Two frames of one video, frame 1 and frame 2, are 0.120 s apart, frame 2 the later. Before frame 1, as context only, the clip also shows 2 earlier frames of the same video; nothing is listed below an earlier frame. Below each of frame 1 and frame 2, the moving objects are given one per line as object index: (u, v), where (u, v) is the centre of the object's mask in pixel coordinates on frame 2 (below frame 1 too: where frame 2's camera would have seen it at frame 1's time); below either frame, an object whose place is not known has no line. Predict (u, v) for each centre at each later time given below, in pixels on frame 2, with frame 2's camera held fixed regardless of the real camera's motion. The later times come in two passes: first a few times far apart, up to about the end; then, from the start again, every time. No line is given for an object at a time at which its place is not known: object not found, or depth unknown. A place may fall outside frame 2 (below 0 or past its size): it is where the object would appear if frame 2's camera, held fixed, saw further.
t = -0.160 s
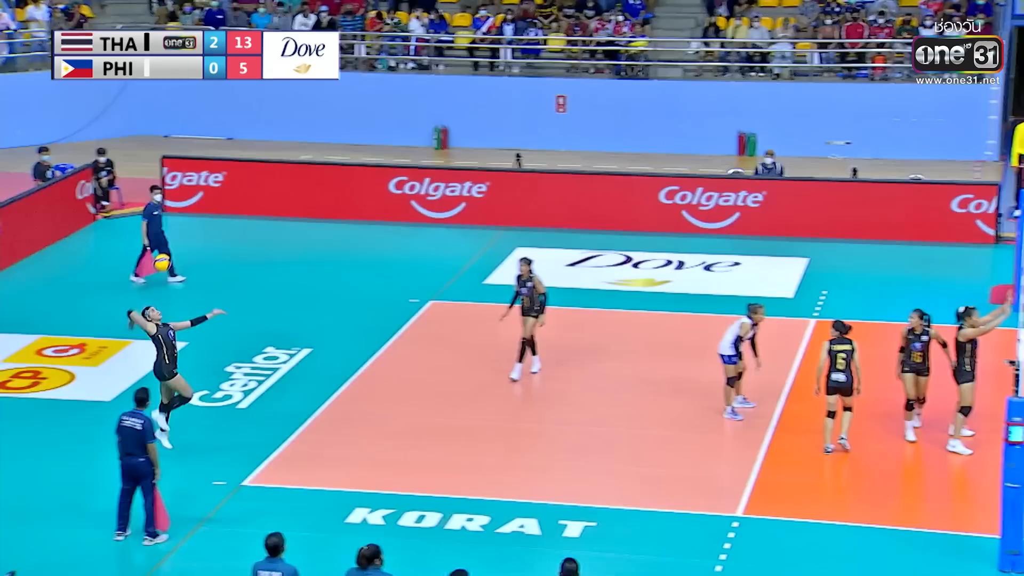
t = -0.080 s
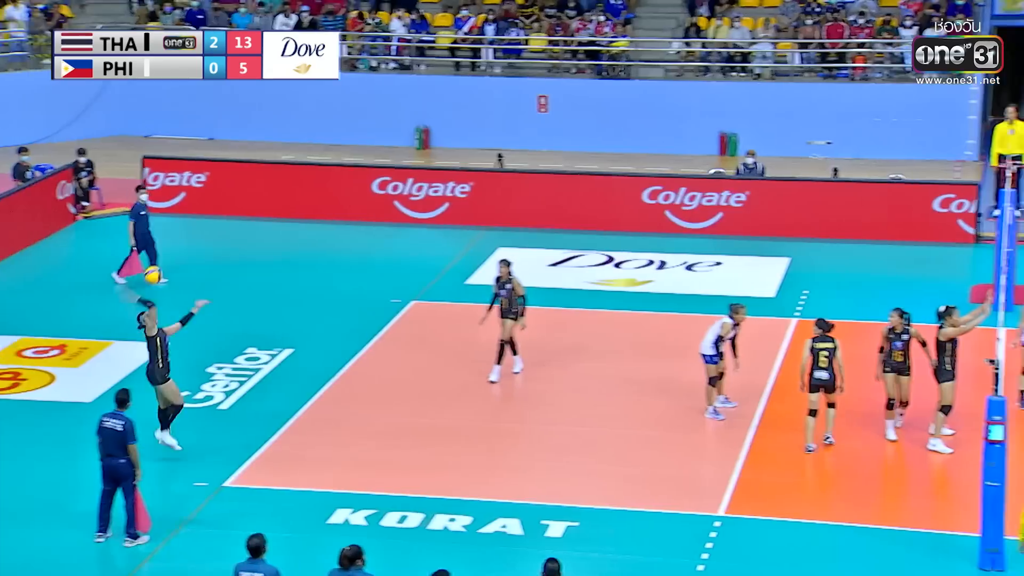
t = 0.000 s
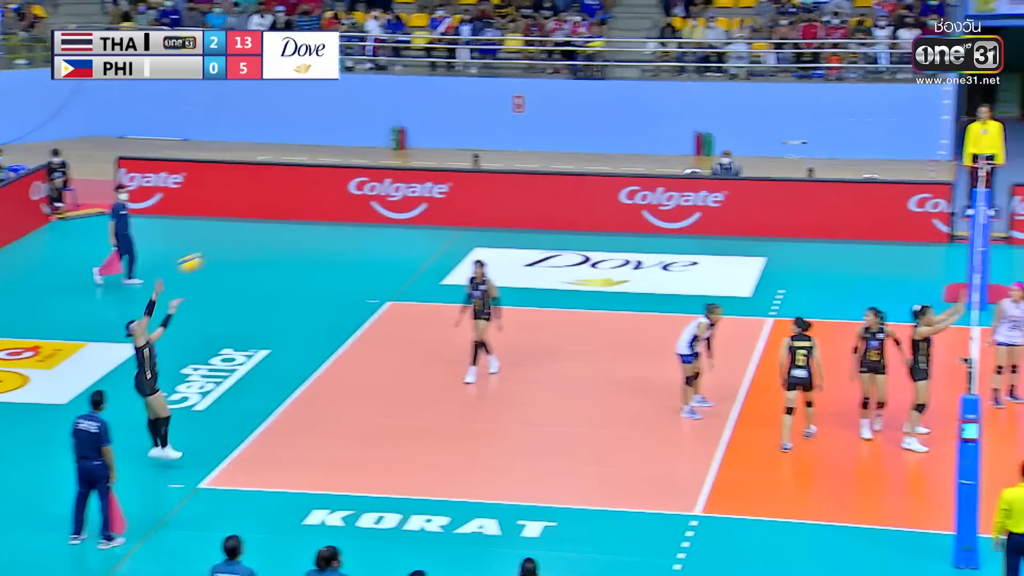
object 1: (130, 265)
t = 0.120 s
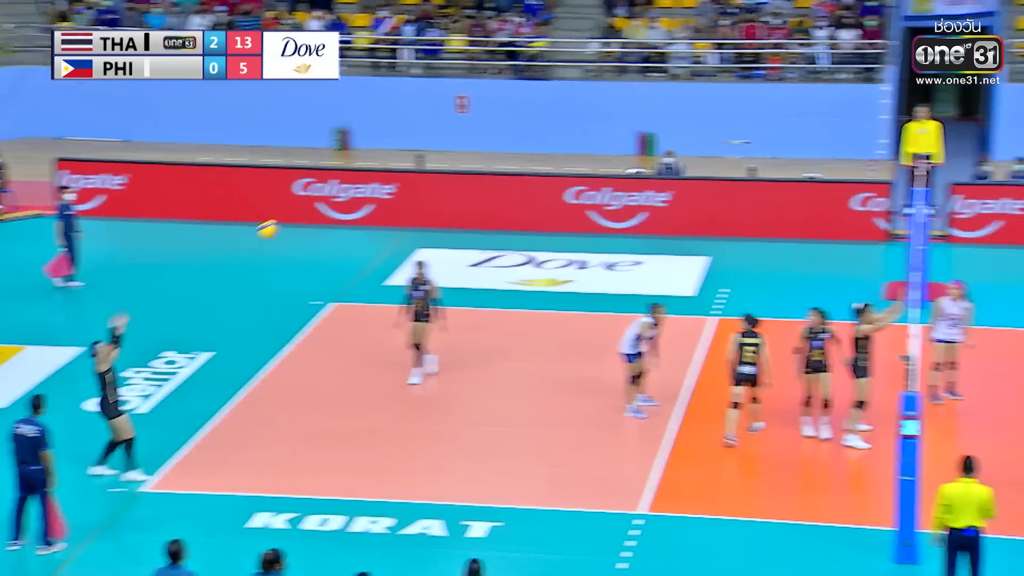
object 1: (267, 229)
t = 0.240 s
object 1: (401, 205)
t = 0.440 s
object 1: (611, 191)
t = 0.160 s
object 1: (313, 219)
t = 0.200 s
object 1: (356, 211)
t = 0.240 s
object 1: (401, 205)
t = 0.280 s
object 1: (444, 200)
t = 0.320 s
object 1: (487, 196)
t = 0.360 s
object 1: (529, 193)
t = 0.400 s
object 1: (570, 192)
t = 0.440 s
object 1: (611, 191)
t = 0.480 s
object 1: (652, 191)
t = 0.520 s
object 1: (693, 193)
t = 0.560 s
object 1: (733, 196)
